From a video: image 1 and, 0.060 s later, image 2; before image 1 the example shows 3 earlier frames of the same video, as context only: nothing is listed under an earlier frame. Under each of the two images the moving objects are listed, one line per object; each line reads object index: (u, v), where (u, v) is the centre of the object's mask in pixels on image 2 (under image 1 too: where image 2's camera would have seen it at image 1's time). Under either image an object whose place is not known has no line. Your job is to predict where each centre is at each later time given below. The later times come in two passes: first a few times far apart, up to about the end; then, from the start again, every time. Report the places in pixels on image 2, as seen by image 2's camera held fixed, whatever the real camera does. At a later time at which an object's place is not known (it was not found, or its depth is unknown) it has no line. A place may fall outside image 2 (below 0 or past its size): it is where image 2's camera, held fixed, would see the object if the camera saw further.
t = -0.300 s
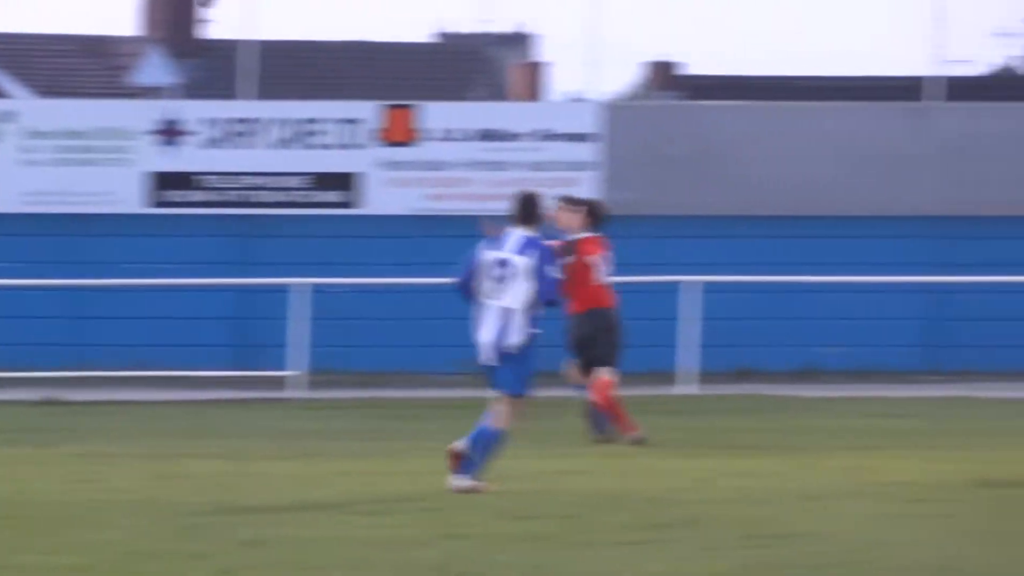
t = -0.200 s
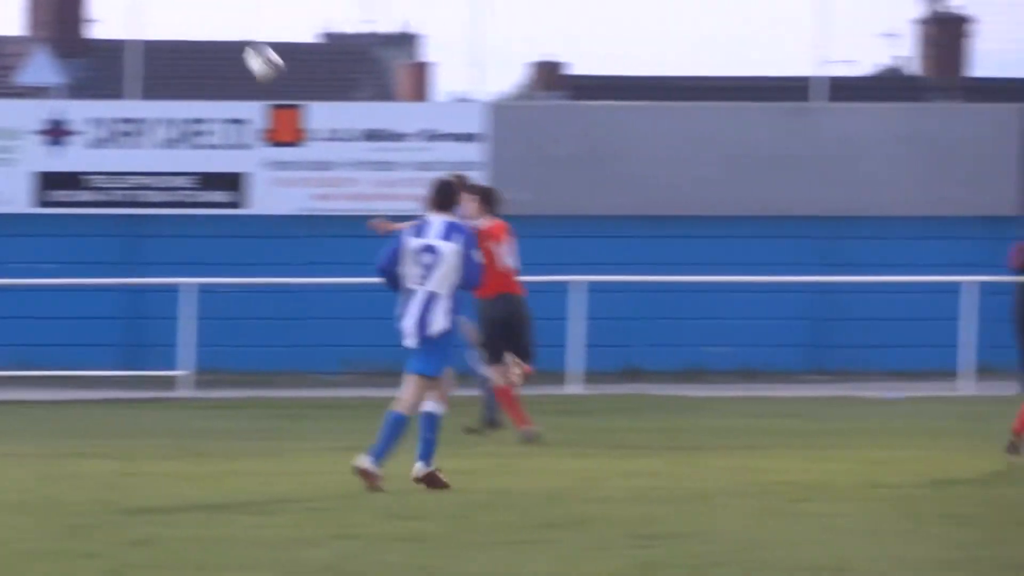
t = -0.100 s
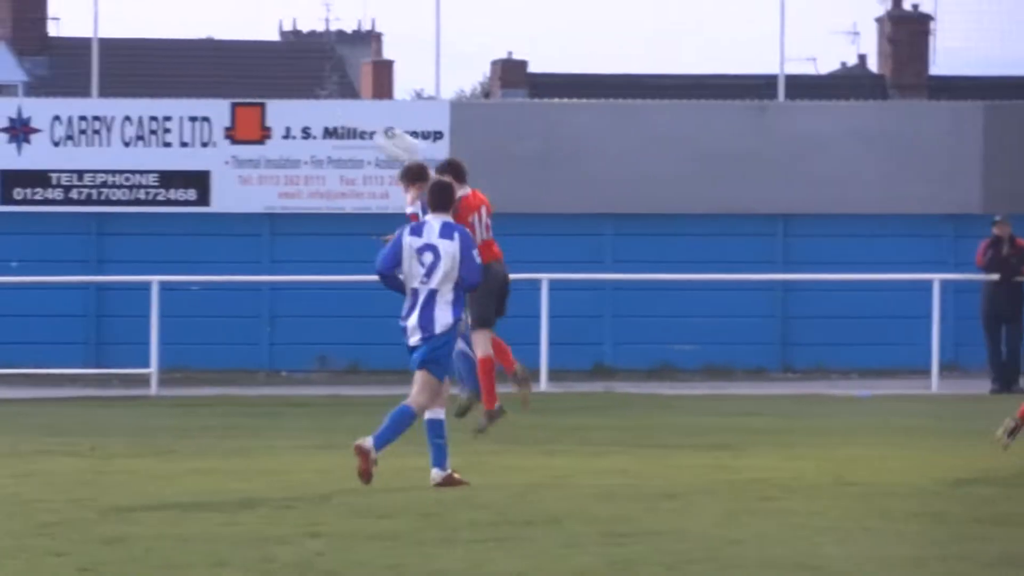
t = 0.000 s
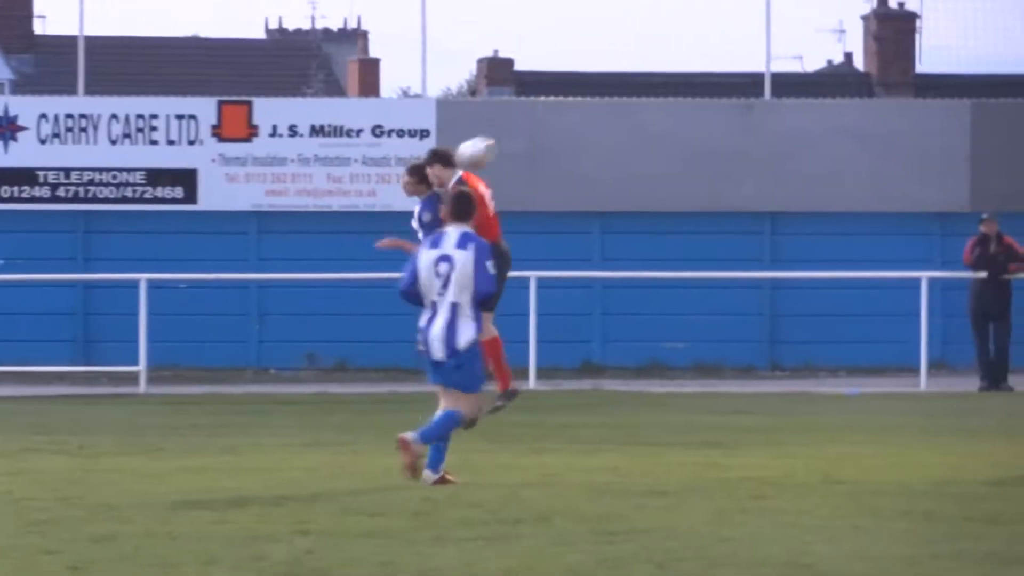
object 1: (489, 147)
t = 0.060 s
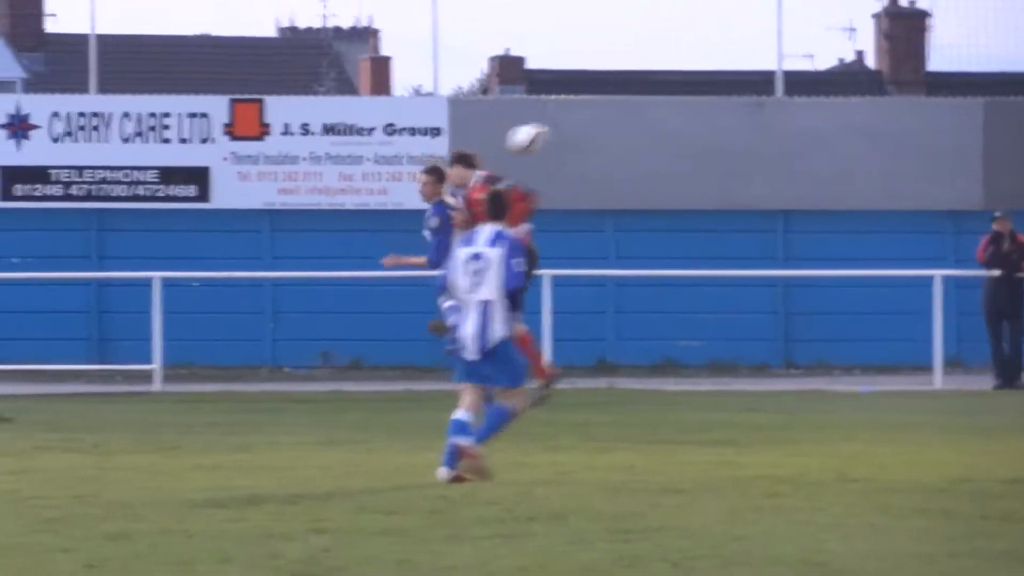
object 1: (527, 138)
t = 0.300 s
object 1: (681, 135)
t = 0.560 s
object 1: (850, 217)
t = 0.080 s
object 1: (541, 136)
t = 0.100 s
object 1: (554, 134)
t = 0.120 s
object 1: (567, 131)
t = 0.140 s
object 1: (580, 129)
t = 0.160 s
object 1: (592, 129)
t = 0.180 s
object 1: (604, 129)
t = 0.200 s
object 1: (620, 130)
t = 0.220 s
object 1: (630, 131)
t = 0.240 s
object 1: (644, 132)
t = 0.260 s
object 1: (656, 132)
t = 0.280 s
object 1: (669, 135)
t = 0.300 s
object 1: (681, 135)
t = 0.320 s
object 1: (695, 139)
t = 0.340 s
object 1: (706, 142)
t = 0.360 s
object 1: (720, 146)
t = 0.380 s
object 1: (733, 151)
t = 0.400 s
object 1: (745, 156)
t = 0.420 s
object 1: (757, 162)
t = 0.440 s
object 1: (771, 169)
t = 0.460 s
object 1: (782, 174)
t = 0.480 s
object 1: (796, 180)
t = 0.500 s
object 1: (808, 190)
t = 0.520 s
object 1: (822, 197)
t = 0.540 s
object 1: (836, 207)
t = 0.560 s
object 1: (850, 217)
